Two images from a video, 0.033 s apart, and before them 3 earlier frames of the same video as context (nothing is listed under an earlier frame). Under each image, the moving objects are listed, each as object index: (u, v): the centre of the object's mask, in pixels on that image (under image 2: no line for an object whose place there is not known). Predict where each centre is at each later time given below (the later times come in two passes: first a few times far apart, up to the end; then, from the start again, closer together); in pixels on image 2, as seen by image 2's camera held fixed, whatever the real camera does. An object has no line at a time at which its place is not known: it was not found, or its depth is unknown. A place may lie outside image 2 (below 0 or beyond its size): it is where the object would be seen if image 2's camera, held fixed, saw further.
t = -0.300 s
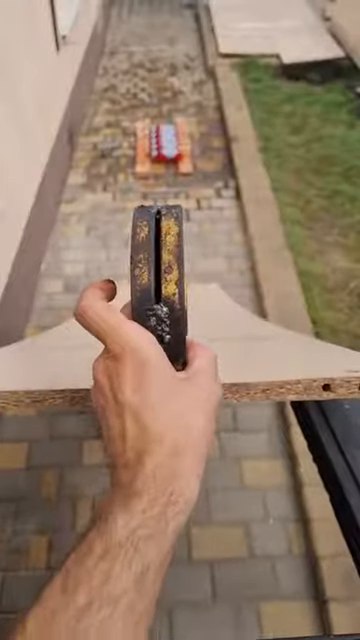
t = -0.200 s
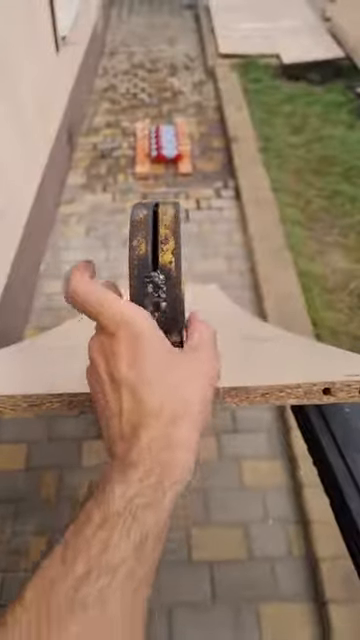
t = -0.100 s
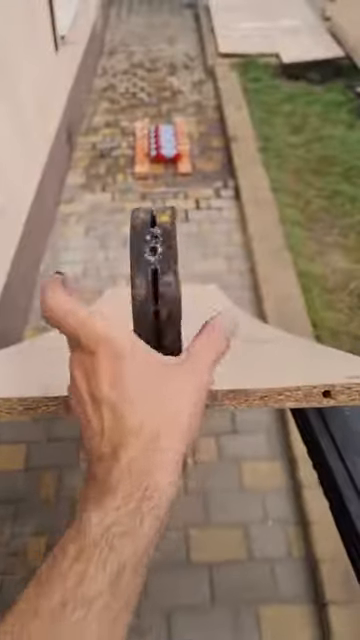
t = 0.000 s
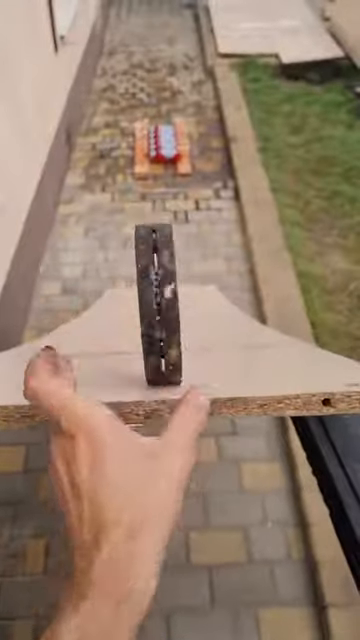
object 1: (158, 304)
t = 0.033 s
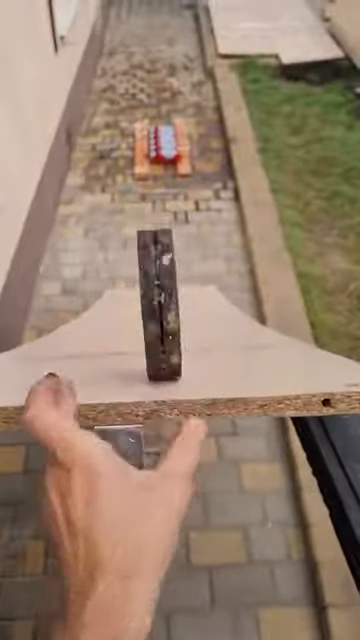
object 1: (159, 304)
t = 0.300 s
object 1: (161, 303)
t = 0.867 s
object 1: (163, 261)
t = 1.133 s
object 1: (169, 174)
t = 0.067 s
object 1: (160, 303)
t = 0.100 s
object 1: (160, 304)
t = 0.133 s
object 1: (160, 304)
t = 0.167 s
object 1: (161, 305)
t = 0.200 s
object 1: (161, 304)
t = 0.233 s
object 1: (161, 305)
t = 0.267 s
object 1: (161, 303)
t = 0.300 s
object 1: (161, 303)
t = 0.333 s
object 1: (162, 302)
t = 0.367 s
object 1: (162, 299)
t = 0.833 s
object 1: (163, 272)
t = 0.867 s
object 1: (163, 261)
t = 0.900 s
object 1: (163, 247)
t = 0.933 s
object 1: (165, 234)
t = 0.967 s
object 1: (166, 222)
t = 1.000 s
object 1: (167, 210)
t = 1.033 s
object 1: (167, 199)
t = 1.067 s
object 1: (168, 192)
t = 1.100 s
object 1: (170, 184)
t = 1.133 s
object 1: (169, 174)
